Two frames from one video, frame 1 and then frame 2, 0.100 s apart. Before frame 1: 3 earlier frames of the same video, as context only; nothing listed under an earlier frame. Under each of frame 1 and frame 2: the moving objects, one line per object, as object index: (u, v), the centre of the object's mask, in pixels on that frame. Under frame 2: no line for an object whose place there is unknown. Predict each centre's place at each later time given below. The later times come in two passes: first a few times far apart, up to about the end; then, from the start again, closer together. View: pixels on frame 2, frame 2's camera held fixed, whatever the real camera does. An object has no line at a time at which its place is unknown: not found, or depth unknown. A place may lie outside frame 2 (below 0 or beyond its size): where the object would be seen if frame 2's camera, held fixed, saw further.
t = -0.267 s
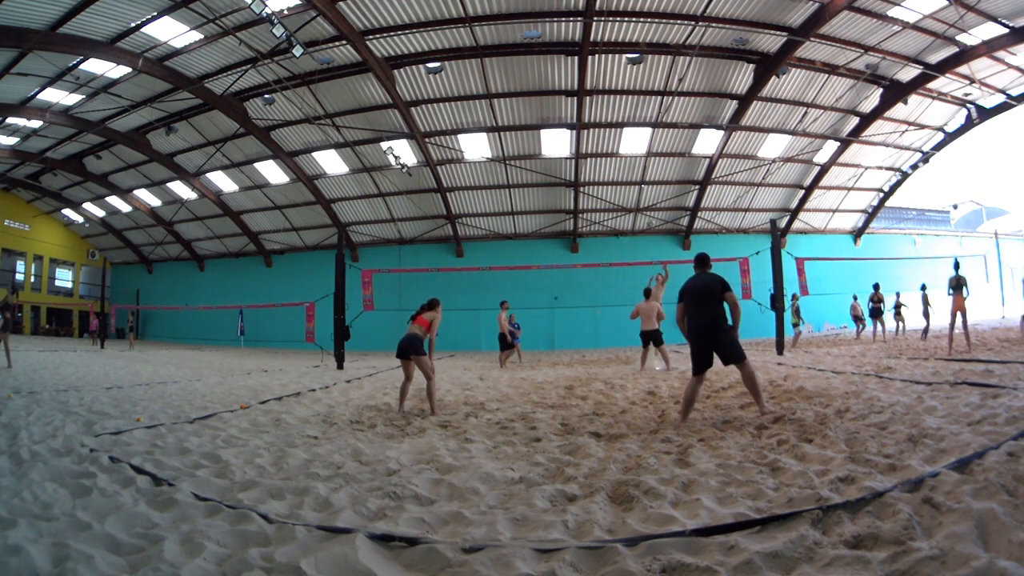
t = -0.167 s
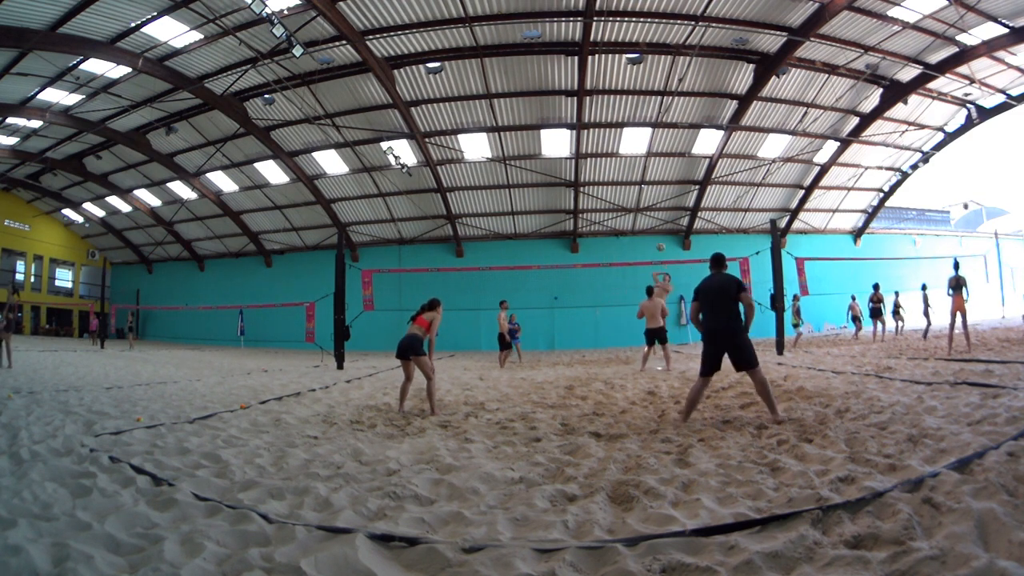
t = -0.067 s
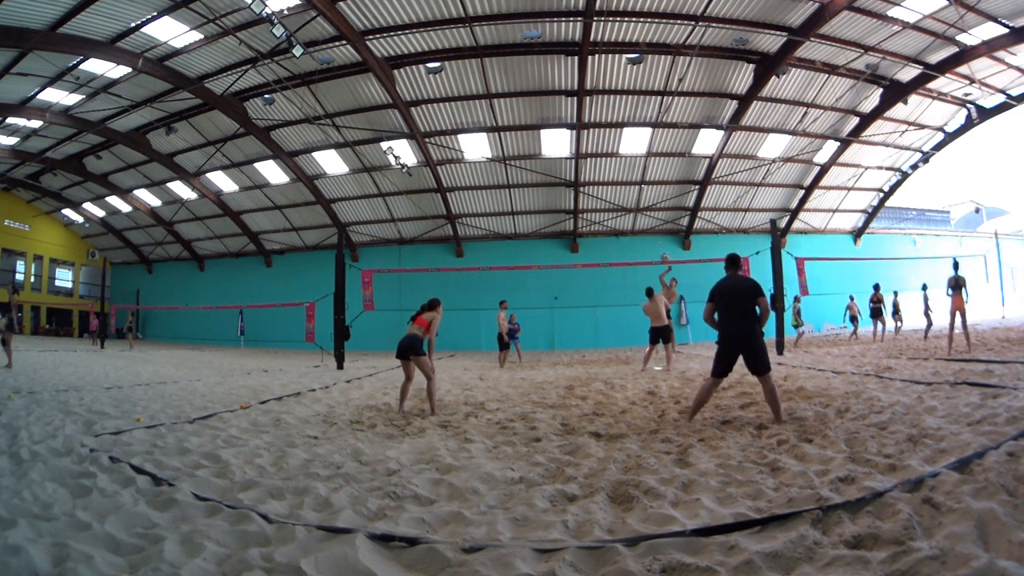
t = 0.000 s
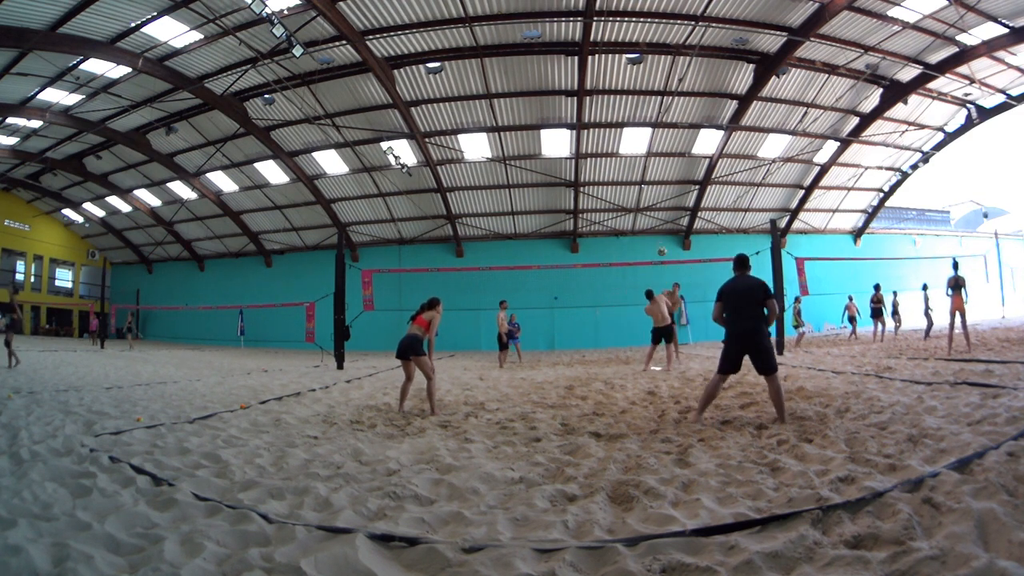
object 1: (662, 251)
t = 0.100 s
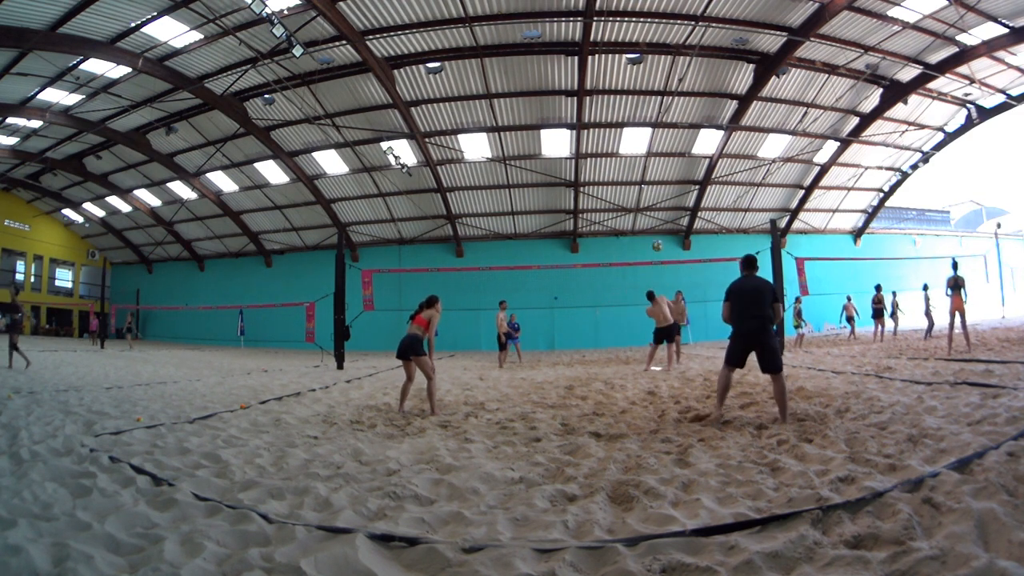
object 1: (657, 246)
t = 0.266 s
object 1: (647, 247)
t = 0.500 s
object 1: (620, 300)
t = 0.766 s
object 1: (492, 463)
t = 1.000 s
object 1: (163, 158)
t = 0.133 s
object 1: (655, 244)
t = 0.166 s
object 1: (654, 244)
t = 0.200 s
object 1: (652, 244)
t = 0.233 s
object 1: (650, 245)
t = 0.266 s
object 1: (647, 247)
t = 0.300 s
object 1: (645, 249)
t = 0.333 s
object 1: (642, 253)
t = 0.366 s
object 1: (638, 257)
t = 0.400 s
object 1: (635, 264)
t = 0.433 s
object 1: (631, 273)
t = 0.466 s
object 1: (626, 285)
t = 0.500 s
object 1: (620, 300)
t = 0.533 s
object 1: (613, 320)
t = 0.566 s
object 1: (604, 345)
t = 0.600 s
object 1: (593, 380)
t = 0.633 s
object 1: (578, 422)
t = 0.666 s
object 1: (557, 481)
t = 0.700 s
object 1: (534, 514)
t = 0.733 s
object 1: (515, 489)
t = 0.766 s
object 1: (492, 463)
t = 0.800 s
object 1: (463, 432)
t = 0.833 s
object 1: (428, 397)
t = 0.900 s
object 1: (341, 314)
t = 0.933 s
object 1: (287, 265)
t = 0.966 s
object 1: (228, 212)
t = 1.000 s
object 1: (163, 158)
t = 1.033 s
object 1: (100, 107)
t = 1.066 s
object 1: (41, 56)
